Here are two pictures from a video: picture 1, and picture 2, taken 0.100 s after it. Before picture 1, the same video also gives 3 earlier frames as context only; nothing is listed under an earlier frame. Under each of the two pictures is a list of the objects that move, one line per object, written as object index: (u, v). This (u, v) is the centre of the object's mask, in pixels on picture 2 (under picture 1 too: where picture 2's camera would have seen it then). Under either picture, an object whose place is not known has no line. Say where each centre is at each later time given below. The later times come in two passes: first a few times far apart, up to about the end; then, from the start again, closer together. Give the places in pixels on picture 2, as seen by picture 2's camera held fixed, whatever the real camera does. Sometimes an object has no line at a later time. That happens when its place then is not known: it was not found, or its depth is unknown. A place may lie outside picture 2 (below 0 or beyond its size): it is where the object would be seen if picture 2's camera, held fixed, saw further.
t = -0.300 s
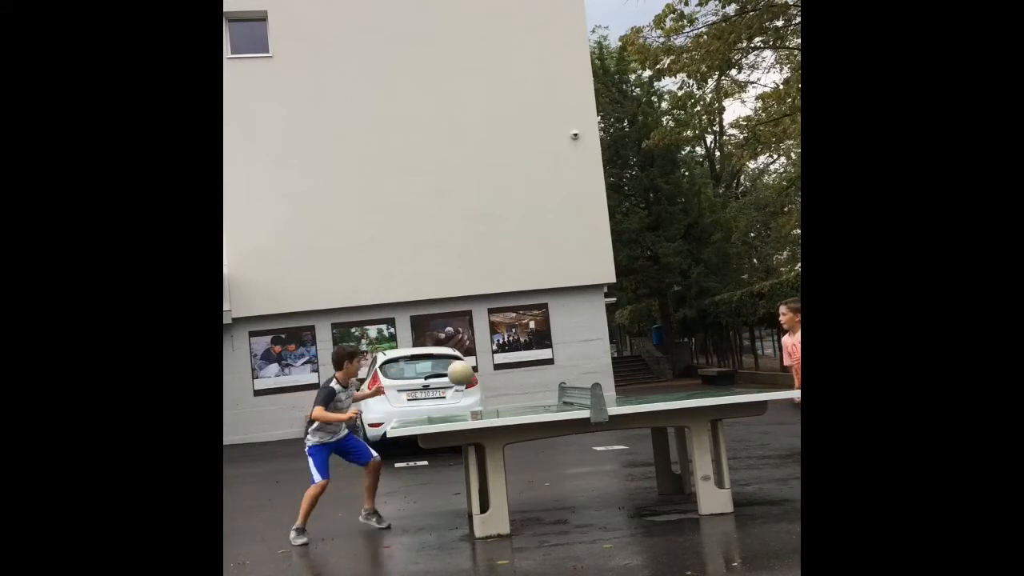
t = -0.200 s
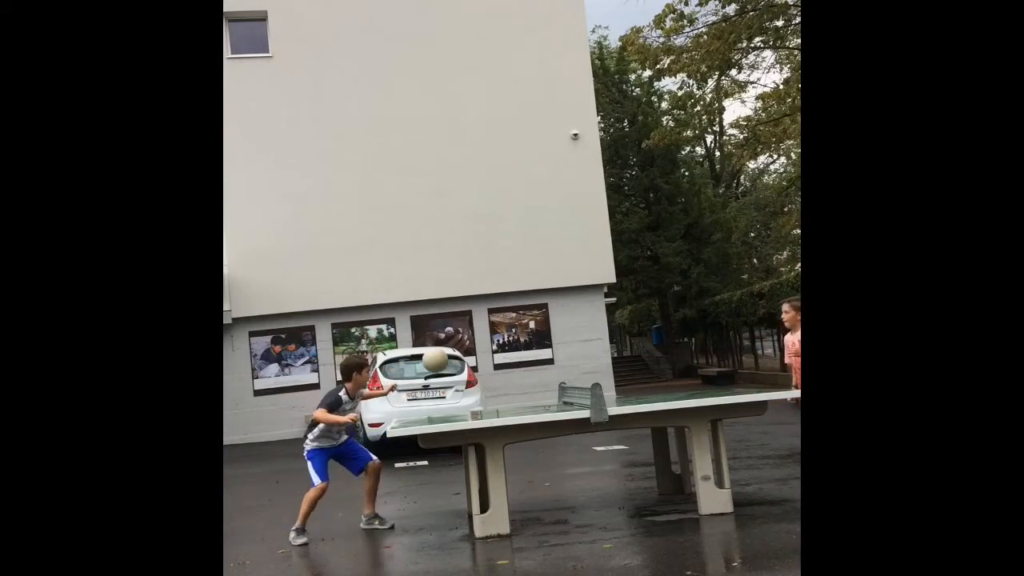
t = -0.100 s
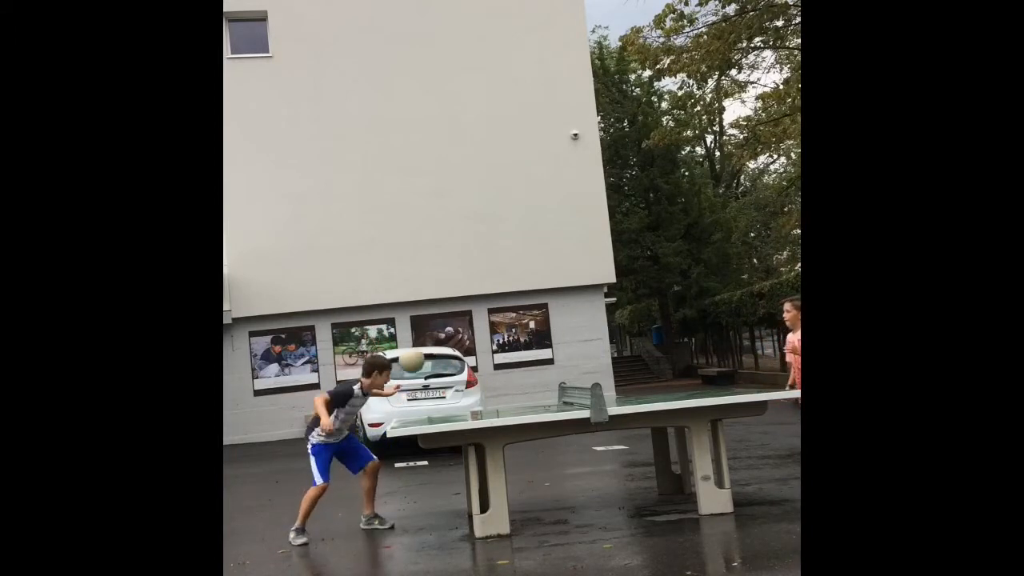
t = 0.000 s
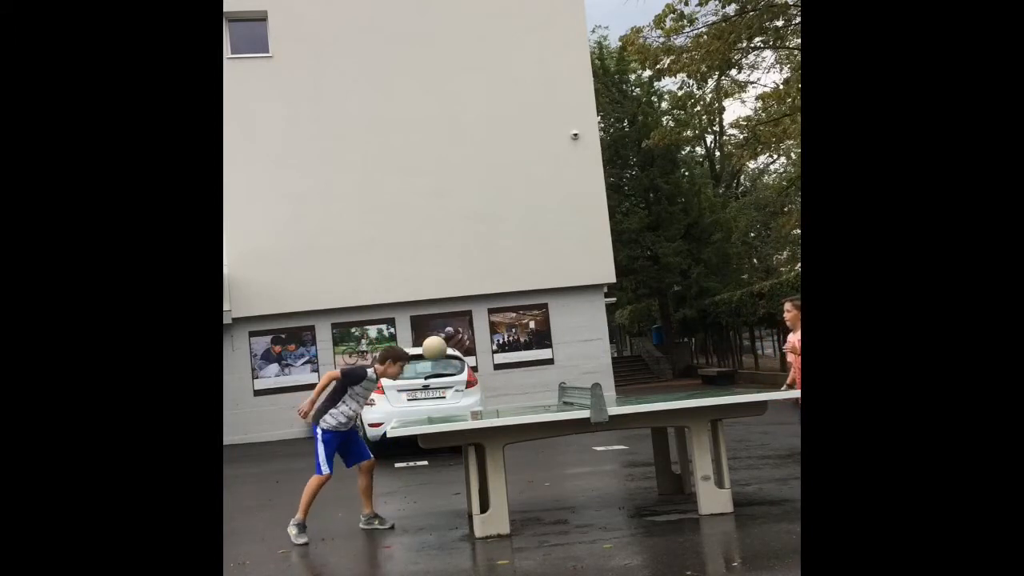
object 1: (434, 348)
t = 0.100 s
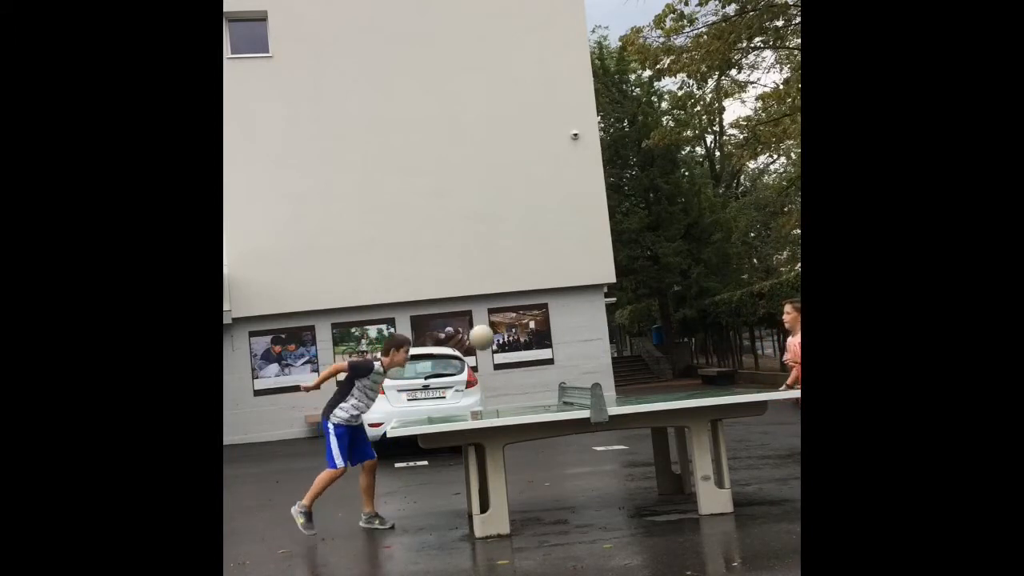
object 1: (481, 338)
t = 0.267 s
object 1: (563, 347)
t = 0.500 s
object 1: (662, 369)
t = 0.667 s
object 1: (704, 345)
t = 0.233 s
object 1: (547, 342)
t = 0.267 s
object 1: (563, 347)
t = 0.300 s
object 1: (580, 353)
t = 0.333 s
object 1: (596, 361)
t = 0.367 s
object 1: (614, 370)
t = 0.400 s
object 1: (631, 380)
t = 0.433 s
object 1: (646, 388)
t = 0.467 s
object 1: (654, 378)
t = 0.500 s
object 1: (662, 369)
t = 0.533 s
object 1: (670, 361)
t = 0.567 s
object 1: (678, 355)
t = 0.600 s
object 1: (687, 351)
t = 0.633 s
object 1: (696, 347)
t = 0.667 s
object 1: (704, 345)
